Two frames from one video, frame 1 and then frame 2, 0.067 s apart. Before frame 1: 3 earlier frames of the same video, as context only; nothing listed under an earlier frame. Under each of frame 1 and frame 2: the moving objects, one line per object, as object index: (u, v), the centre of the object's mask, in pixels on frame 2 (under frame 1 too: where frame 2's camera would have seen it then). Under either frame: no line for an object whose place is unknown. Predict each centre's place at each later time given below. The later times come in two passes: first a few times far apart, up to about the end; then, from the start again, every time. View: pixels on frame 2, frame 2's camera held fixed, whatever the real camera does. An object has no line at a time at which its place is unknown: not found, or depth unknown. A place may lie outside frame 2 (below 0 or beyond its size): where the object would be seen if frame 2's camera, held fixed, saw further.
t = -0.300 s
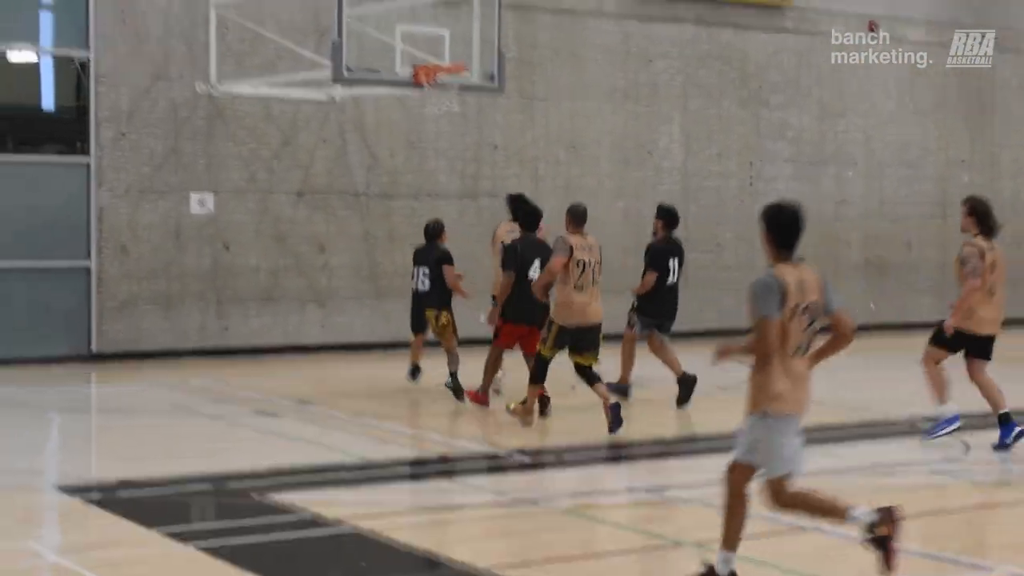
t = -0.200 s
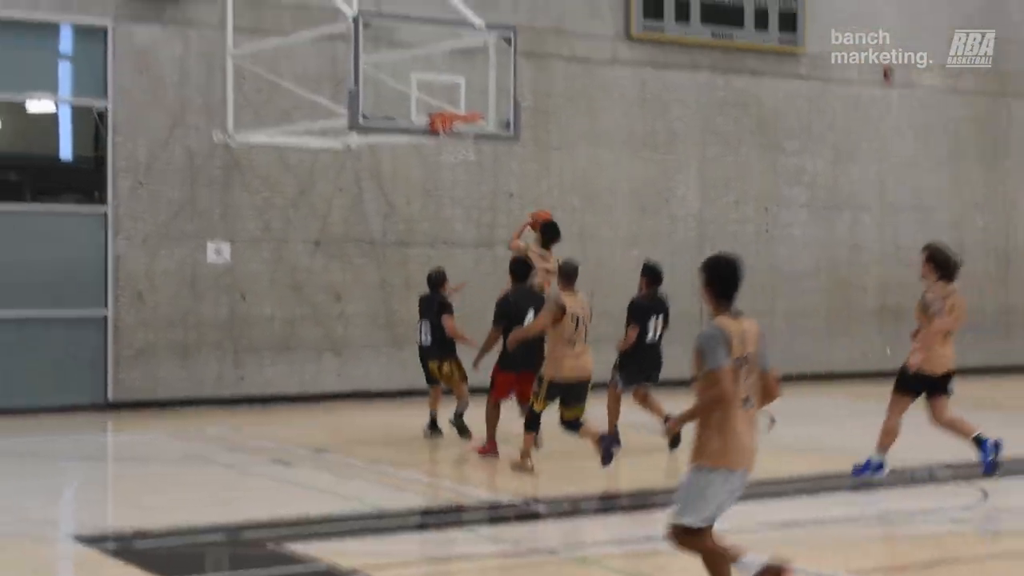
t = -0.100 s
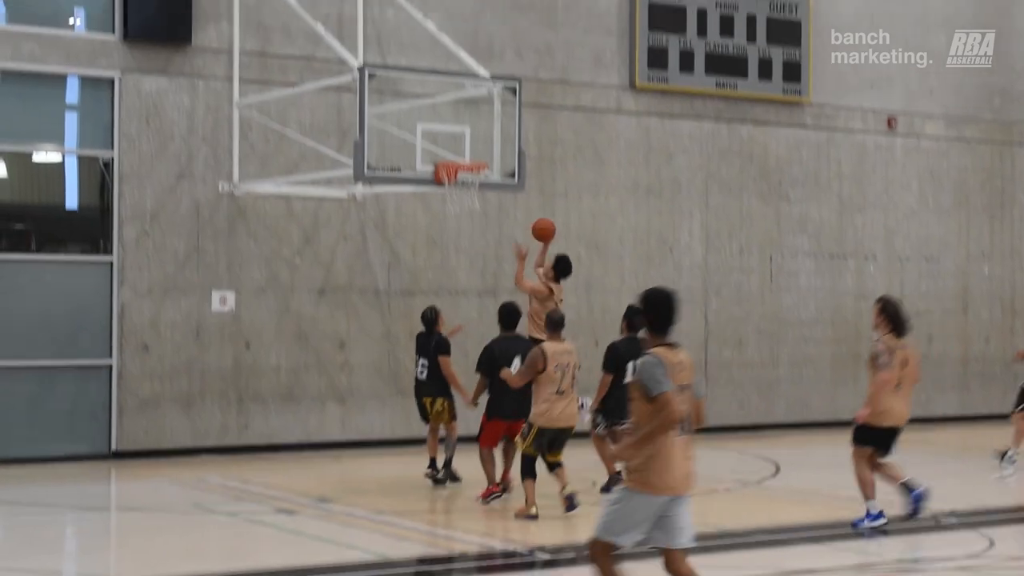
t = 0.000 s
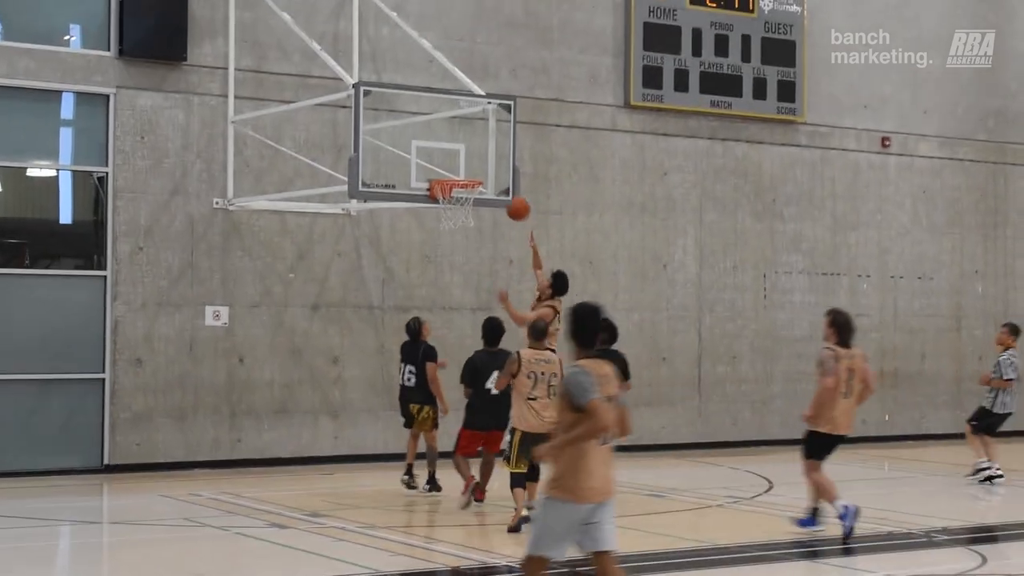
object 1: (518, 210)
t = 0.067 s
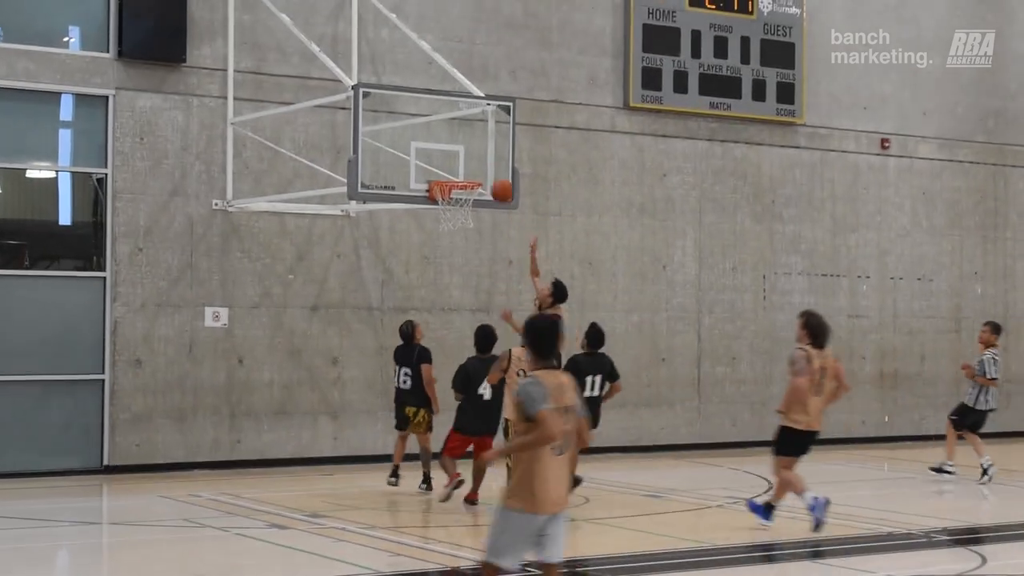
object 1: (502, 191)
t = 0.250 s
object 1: (464, 162)
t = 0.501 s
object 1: (463, 175)
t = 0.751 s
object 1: (461, 225)
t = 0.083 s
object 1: (499, 187)
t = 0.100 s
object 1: (495, 183)
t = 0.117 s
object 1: (492, 180)
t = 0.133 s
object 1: (488, 176)
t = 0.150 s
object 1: (484, 173)
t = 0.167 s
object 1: (480, 171)
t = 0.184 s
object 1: (476, 168)
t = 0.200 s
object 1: (473, 166)
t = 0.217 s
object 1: (470, 164)
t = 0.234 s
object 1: (466, 163)
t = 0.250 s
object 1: (464, 162)
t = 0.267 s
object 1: (464, 161)
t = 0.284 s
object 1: (464, 161)
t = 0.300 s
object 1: (464, 161)
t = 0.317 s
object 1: (464, 161)
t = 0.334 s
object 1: (464, 161)
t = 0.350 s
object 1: (464, 162)
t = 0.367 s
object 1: (464, 162)
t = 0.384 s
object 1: (464, 164)
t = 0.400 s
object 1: (464, 165)
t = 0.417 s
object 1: (464, 167)
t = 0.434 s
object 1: (464, 168)
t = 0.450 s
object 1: (463, 170)
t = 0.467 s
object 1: (463, 172)
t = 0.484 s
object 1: (463, 173)
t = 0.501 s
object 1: (463, 175)
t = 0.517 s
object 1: (464, 182)
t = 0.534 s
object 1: (464, 186)
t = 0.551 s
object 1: (465, 191)
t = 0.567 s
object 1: (464, 194)
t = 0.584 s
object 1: (463, 197)
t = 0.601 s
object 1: (463, 202)
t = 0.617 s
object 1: (463, 204)
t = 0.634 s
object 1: (462, 205)
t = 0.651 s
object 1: (462, 207)
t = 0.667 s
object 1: (463, 210)
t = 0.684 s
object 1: (462, 212)
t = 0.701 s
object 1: (461, 219)
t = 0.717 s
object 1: (461, 220)
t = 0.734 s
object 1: (461, 222)
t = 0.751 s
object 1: (461, 225)
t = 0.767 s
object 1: (460, 229)
